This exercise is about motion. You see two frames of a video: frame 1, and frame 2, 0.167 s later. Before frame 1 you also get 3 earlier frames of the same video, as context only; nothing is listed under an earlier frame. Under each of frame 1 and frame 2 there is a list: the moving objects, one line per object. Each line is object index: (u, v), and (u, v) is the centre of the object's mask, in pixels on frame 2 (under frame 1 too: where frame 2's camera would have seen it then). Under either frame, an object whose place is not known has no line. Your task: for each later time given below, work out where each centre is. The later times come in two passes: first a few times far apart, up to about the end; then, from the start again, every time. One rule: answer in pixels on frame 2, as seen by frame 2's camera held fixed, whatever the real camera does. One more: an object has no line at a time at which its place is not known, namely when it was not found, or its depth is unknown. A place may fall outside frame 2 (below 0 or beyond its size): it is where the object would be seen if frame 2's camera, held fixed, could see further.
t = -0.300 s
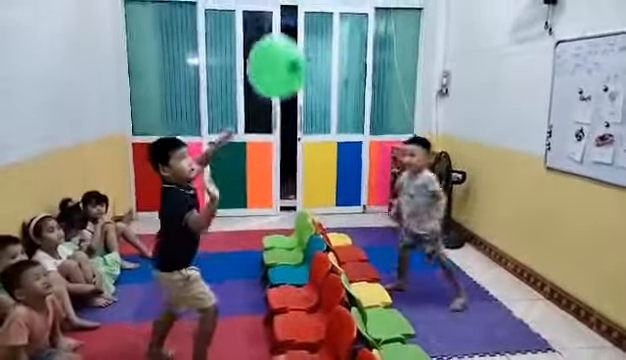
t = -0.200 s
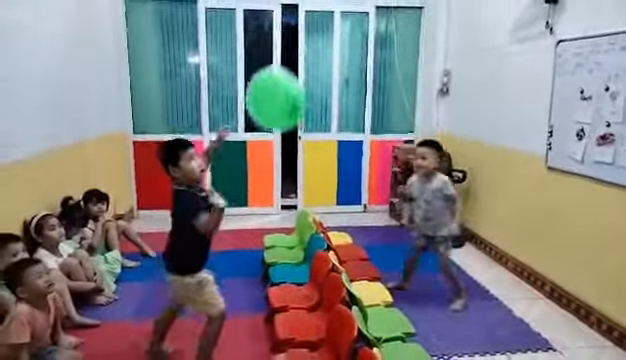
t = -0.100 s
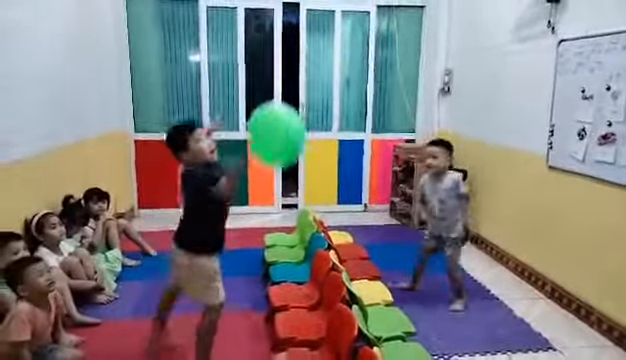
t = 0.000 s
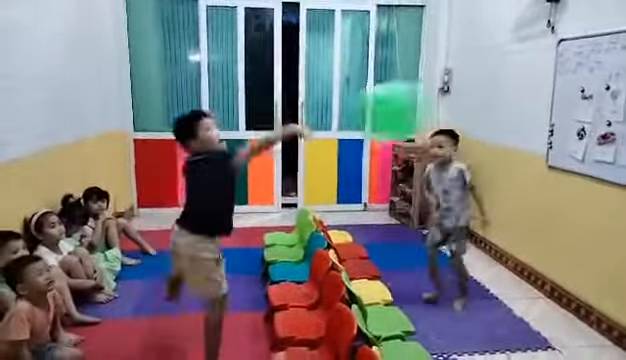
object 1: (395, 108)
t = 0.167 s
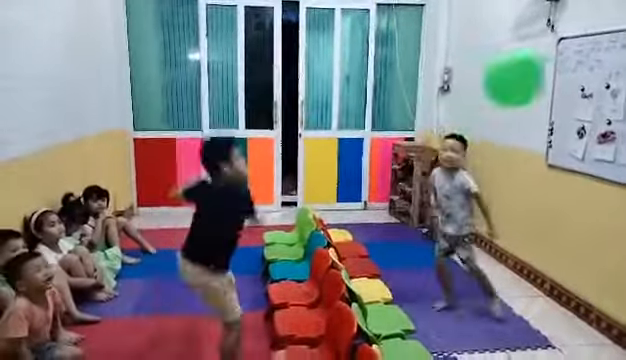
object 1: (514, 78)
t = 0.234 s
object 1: (534, 73)
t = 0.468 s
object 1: (565, 86)
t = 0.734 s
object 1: (579, 114)
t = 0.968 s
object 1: (588, 150)
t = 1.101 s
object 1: (588, 173)
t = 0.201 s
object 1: (525, 76)
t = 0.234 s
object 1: (534, 73)
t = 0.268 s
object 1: (540, 74)
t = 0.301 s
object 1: (546, 74)
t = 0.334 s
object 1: (550, 75)
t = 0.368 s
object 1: (555, 77)
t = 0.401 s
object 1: (559, 79)
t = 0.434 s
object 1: (563, 84)
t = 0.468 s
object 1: (565, 86)
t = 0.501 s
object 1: (568, 89)
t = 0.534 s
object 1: (569, 91)
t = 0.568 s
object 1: (572, 95)
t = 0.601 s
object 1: (575, 100)
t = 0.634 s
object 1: (577, 104)
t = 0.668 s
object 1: (578, 107)
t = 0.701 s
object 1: (579, 111)
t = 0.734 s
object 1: (579, 114)
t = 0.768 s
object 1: (579, 118)
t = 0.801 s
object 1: (580, 124)
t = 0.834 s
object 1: (581, 126)
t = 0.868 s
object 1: (583, 132)
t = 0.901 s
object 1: (584, 138)
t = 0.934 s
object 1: (586, 142)
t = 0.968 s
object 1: (588, 150)
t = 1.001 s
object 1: (588, 155)
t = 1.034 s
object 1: (588, 161)
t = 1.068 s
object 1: (588, 167)
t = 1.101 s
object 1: (588, 173)
